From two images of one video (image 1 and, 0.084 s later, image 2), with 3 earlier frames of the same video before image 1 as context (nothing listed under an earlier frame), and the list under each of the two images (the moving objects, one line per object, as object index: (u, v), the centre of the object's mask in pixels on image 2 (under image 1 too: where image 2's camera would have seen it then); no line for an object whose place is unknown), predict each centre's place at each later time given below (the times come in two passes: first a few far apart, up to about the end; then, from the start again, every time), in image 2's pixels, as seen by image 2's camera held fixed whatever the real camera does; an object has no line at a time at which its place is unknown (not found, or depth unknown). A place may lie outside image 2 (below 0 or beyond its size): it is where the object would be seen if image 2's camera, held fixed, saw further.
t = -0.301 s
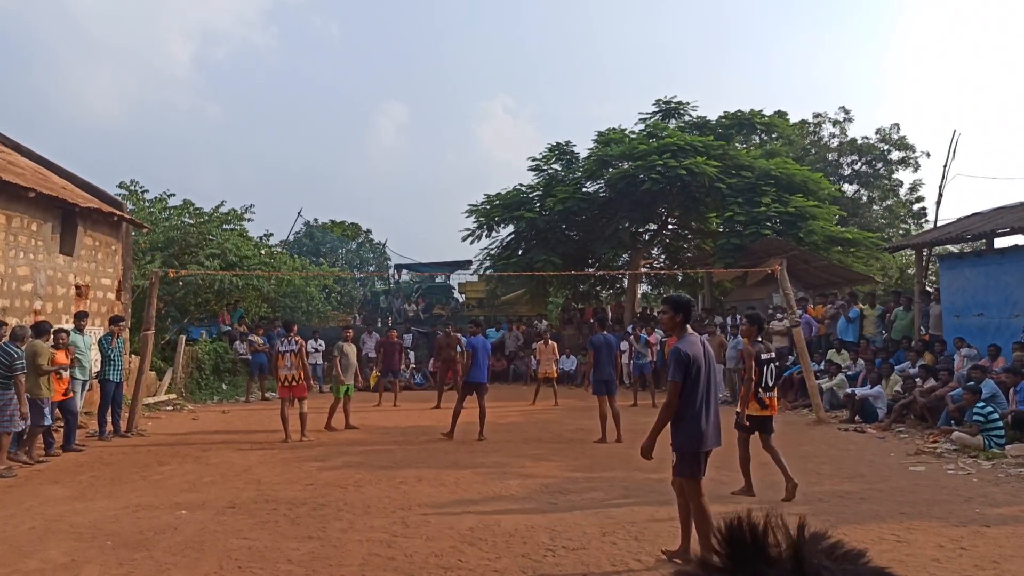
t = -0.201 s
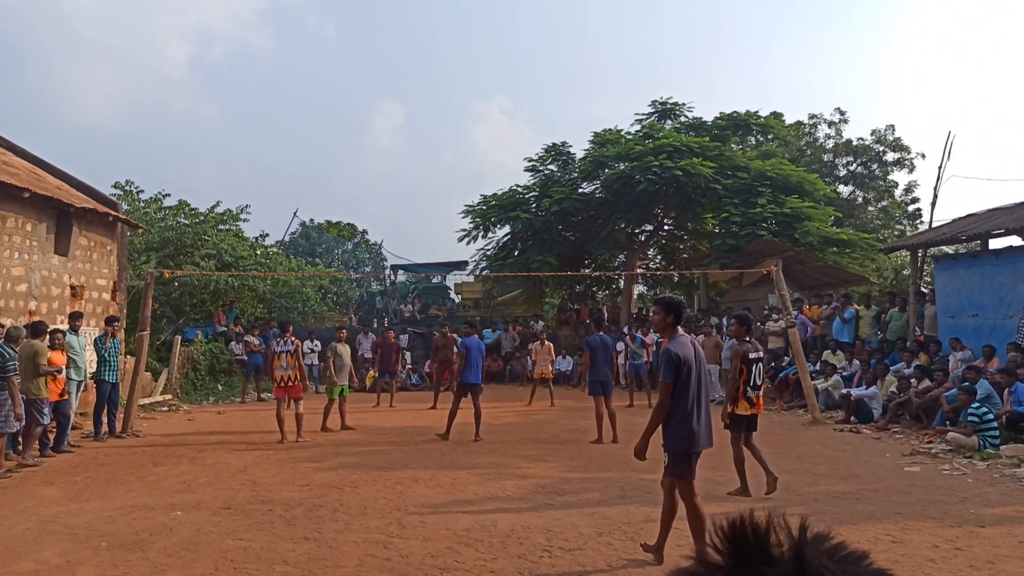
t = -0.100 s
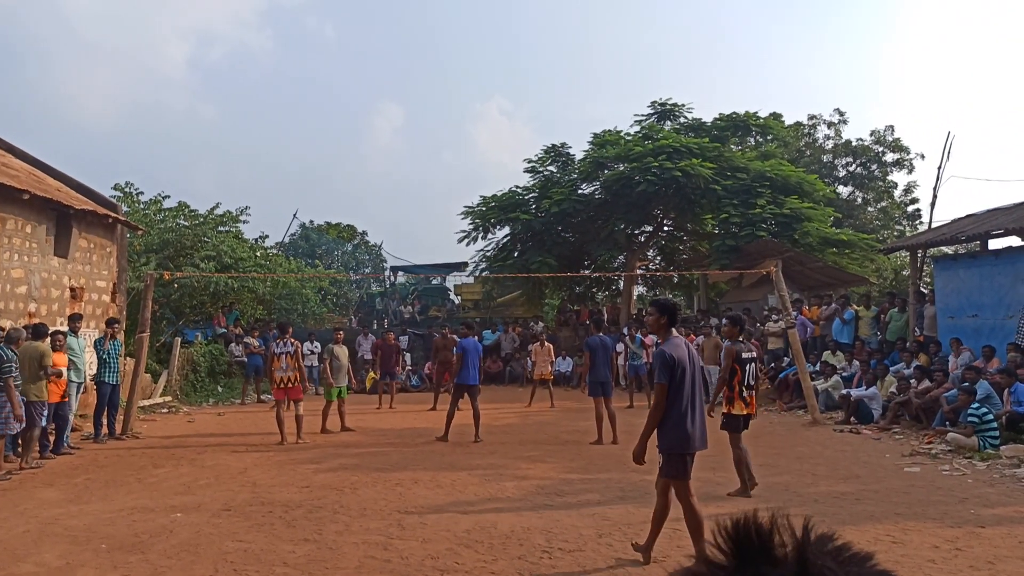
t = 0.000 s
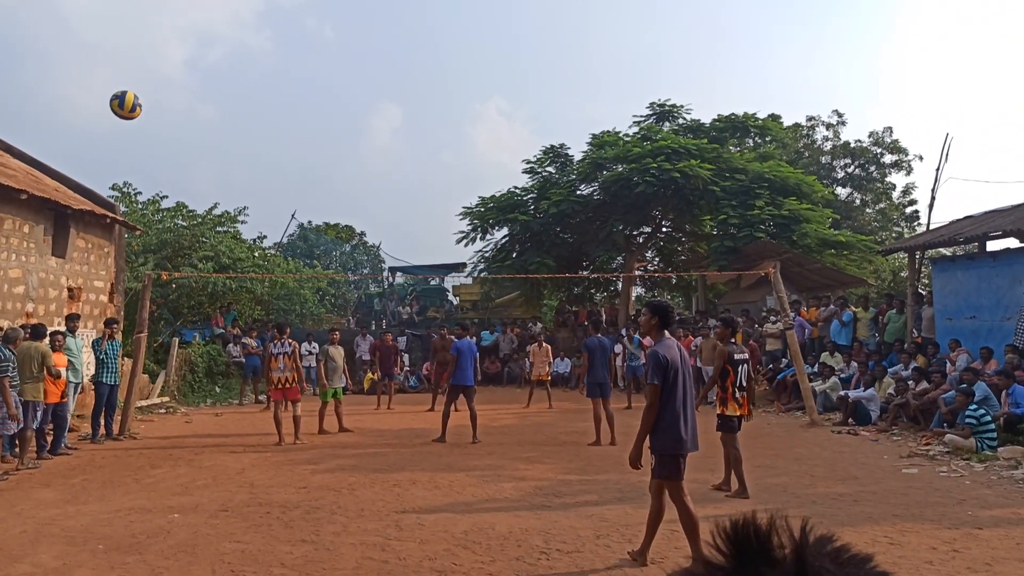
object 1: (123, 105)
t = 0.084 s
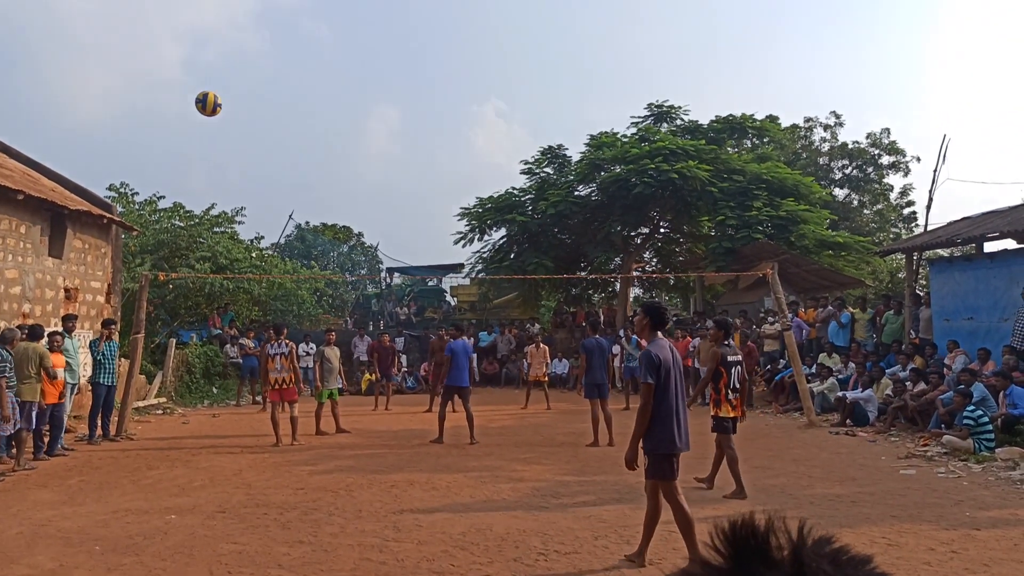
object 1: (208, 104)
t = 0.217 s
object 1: (299, 117)
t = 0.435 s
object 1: (382, 156)
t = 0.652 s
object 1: (427, 210)
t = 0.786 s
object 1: (447, 246)
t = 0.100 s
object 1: (222, 105)
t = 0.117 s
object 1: (235, 106)
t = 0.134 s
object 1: (248, 107)
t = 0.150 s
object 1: (260, 108)
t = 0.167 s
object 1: (270, 110)
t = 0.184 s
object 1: (281, 113)
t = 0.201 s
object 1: (290, 115)
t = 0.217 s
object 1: (299, 117)
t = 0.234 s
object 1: (308, 120)
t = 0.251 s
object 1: (316, 122)
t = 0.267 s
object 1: (323, 125)
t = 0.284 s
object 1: (330, 128)
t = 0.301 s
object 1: (337, 130)
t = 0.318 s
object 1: (344, 133)
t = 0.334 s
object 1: (350, 136)
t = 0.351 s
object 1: (356, 139)
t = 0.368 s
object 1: (361, 142)
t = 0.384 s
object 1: (367, 146)
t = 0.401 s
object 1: (372, 149)
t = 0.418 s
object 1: (377, 153)
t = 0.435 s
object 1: (382, 156)
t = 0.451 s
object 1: (386, 160)
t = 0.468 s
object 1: (390, 164)
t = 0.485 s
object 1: (394, 168)
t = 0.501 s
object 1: (398, 172)
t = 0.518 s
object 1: (402, 176)
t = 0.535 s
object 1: (406, 180)
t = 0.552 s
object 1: (409, 185)
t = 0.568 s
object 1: (412, 189)
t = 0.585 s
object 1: (415, 193)
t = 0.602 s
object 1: (418, 197)
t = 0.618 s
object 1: (421, 201)
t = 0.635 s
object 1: (424, 205)
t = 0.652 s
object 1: (427, 210)
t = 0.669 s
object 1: (430, 214)
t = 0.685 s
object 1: (432, 219)
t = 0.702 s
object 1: (435, 223)
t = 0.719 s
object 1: (438, 228)
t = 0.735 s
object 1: (440, 232)
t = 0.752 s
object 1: (442, 236)
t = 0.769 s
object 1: (444, 241)
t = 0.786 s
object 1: (447, 246)
